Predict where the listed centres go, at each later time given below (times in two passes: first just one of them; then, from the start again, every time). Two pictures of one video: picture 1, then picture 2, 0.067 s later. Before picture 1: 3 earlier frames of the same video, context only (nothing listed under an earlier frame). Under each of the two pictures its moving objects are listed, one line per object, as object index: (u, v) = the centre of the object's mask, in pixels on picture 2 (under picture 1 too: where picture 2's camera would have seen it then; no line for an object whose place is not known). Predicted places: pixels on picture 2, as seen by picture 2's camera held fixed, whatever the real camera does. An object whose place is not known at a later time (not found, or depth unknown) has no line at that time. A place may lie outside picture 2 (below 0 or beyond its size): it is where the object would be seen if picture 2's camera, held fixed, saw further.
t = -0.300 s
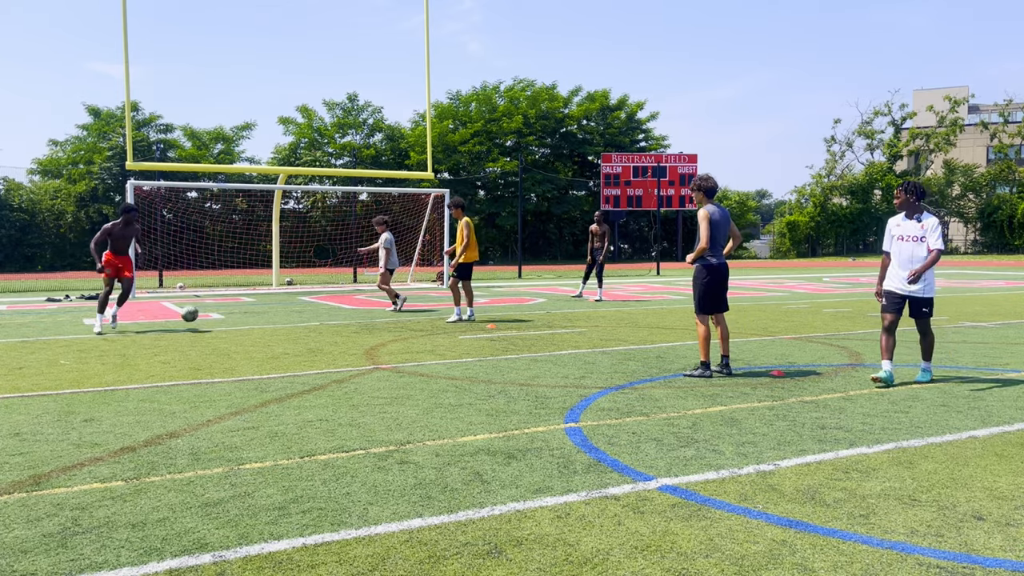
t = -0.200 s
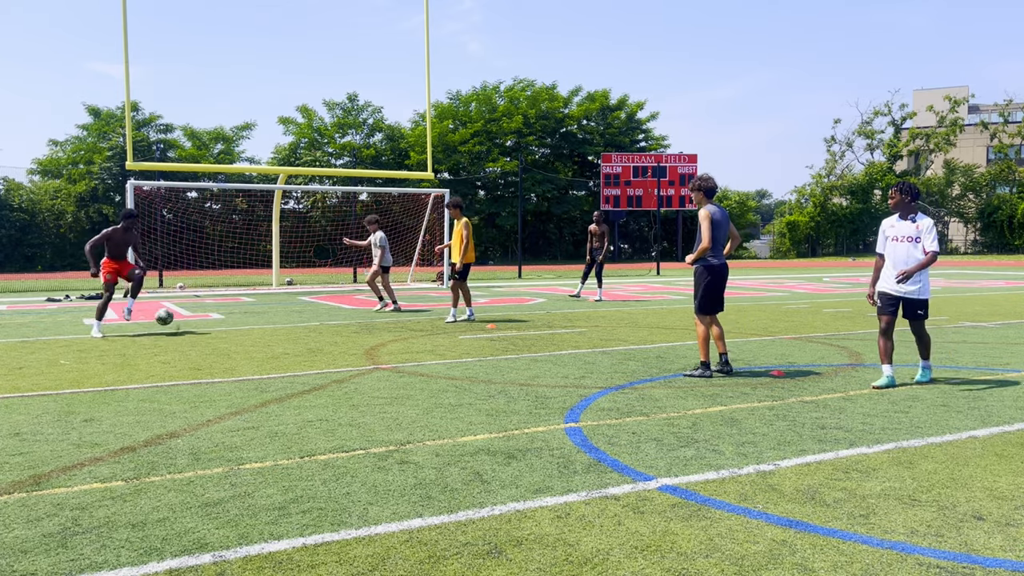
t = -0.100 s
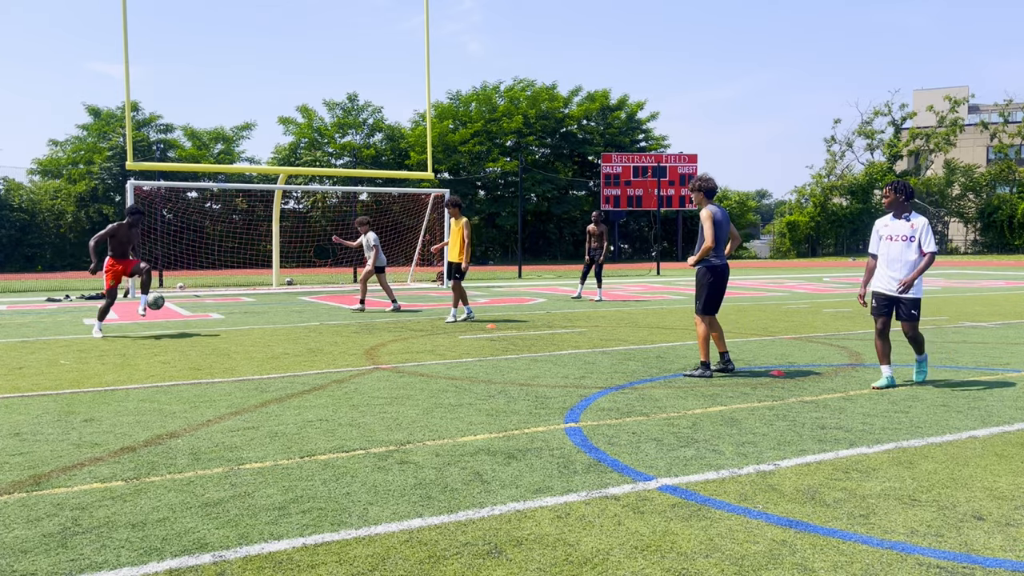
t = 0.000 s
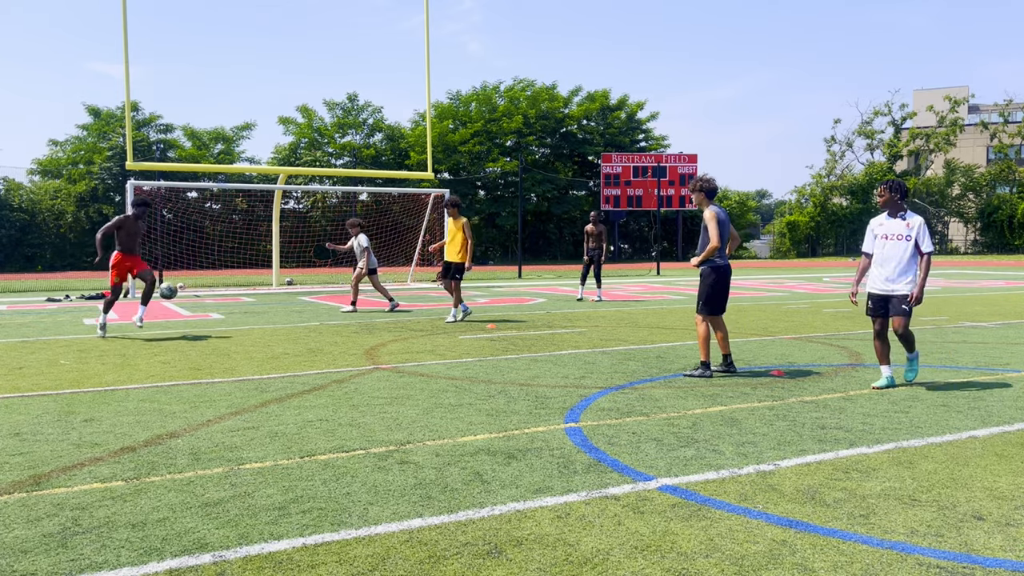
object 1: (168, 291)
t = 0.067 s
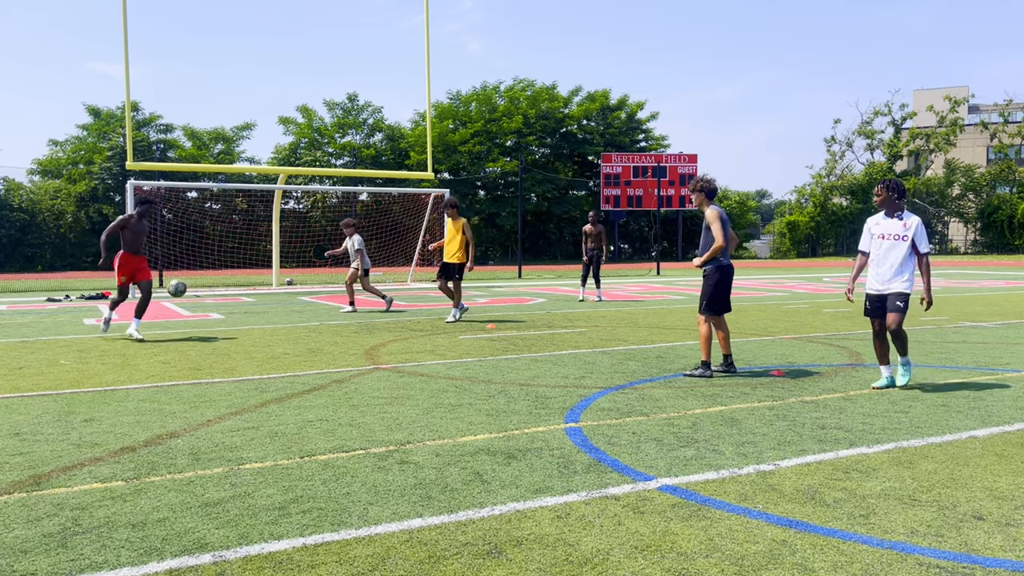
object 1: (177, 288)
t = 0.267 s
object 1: (206, 302)
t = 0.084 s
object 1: (179, 288)
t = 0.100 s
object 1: (181, 288)
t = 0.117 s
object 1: (184, 289)
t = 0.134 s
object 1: (186, 289)
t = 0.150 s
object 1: (188, 290)
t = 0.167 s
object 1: (190, 291)
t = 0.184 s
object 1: (193, 292)
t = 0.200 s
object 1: (195, 293)
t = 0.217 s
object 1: (198, 295)
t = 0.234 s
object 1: (201, 297)
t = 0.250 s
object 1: (203, 299)
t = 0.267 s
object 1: (206, 302)
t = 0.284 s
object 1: (208, 304)
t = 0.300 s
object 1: (211, 307)
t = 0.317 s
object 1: (213, 311)
